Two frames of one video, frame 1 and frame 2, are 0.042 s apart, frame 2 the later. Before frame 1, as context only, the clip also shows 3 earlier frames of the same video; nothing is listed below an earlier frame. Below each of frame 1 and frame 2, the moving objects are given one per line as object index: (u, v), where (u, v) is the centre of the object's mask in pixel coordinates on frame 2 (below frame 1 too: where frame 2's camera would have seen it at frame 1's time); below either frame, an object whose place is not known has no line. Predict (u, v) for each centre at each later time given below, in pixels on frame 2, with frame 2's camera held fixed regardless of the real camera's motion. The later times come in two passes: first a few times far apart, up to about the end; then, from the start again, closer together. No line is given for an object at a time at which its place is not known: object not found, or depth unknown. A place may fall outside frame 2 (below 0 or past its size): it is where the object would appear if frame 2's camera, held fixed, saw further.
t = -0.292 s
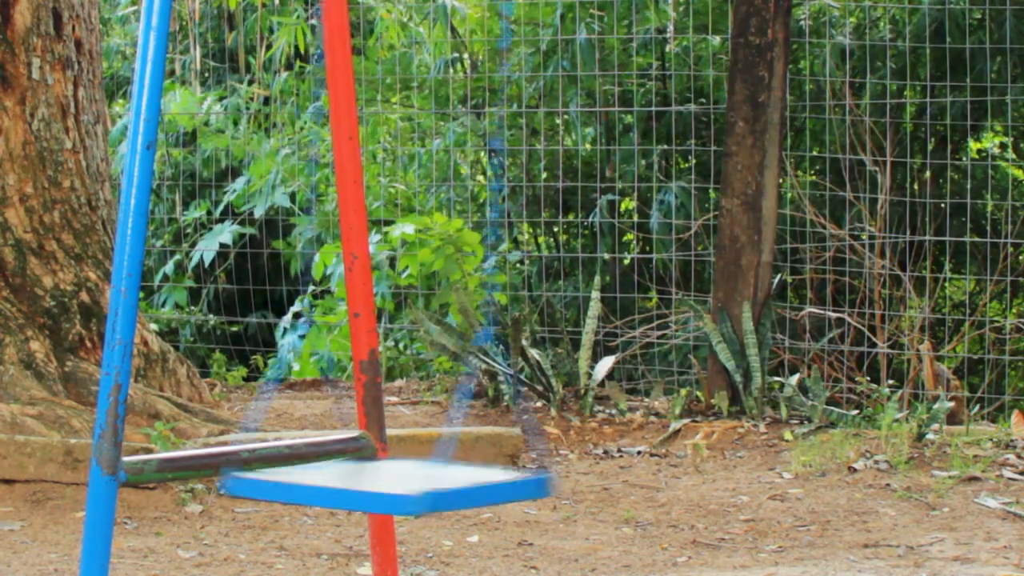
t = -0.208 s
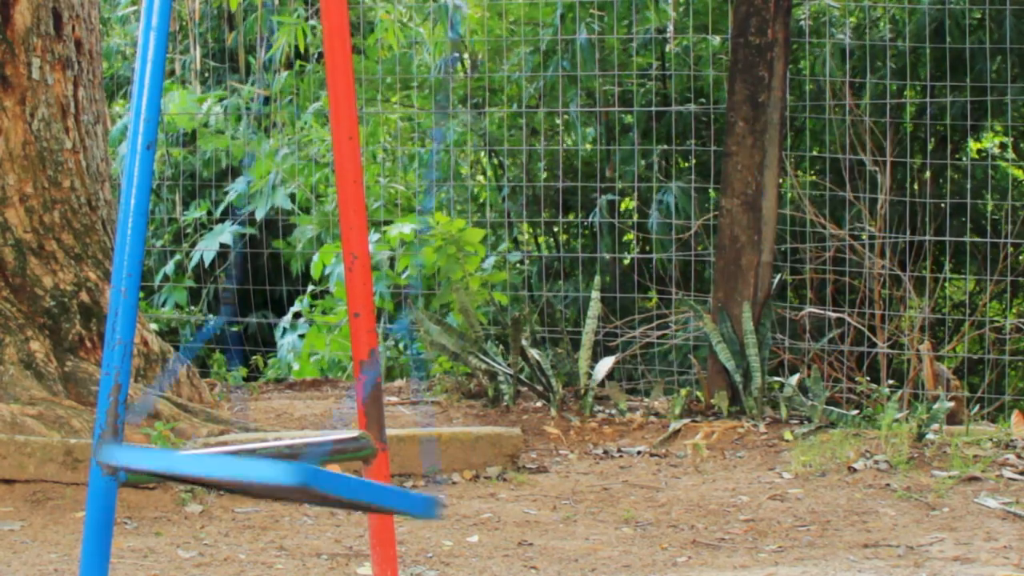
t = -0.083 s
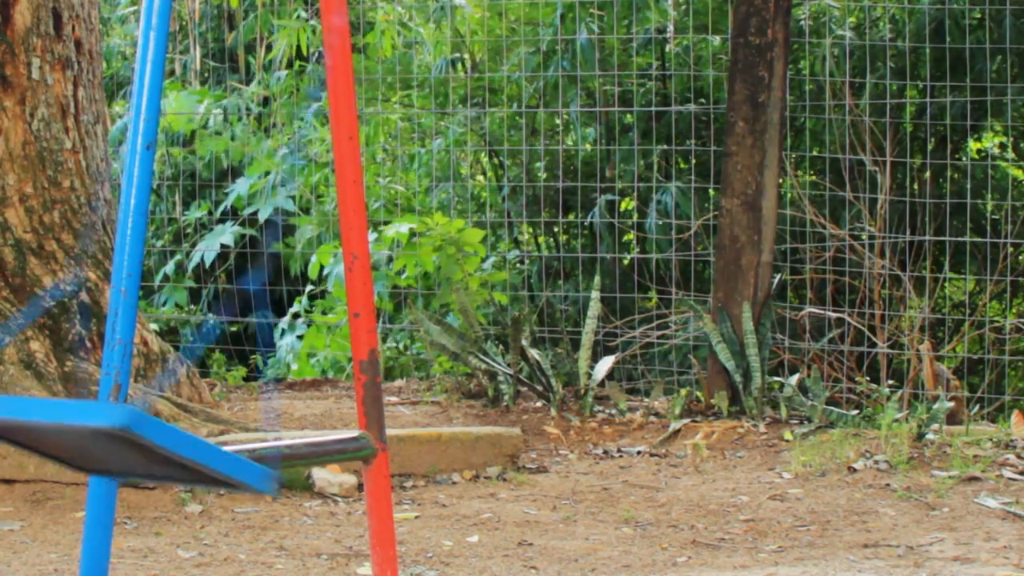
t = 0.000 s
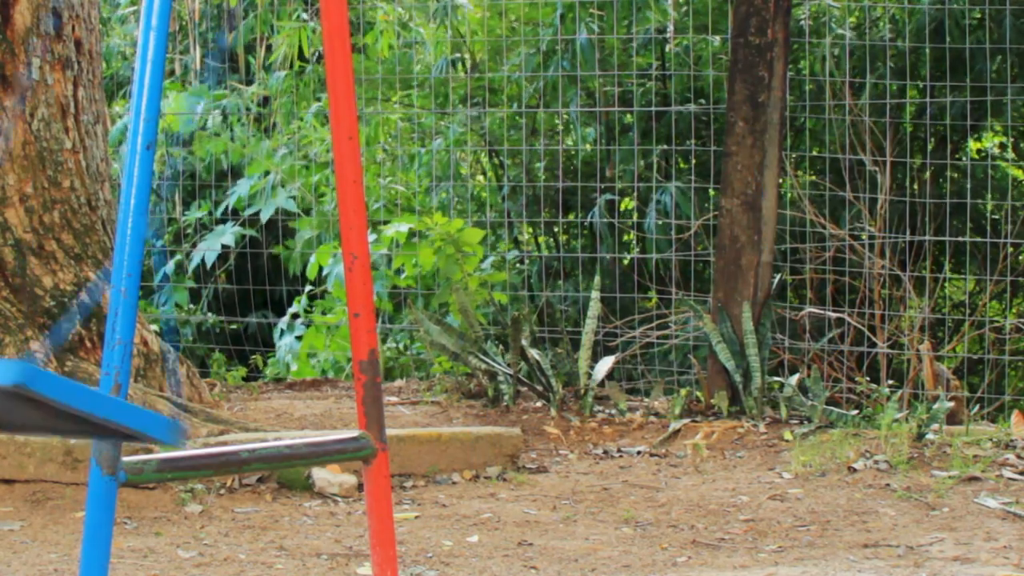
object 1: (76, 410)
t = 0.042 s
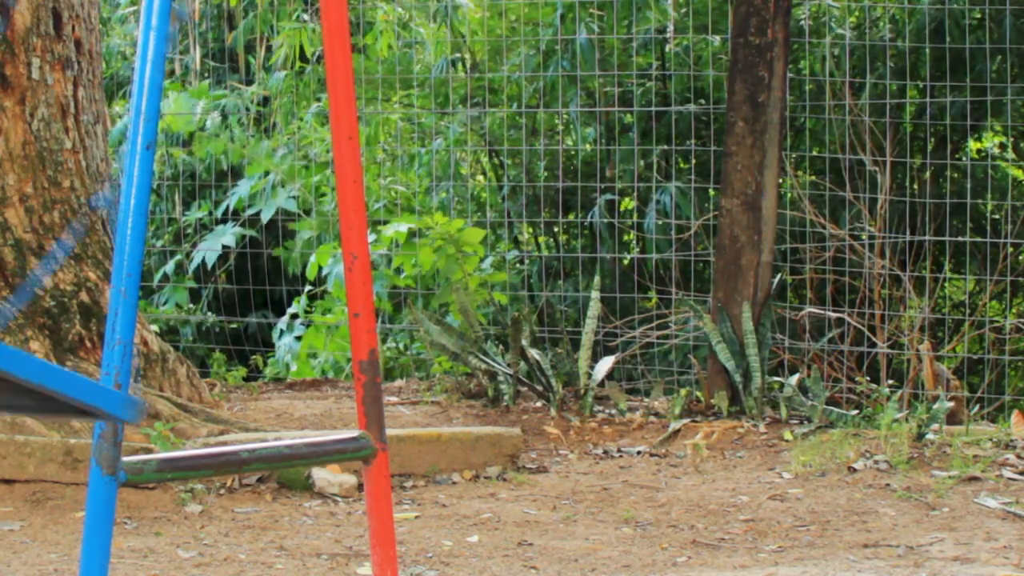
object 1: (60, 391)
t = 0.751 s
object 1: (70, 406)
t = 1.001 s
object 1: (307, 486)
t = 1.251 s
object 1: (617, 424)
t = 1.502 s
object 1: (803, 281)
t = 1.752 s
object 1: (876, 189)
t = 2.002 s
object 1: (852, 224)
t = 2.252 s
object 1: (723, 358)
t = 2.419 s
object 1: (564, 448)
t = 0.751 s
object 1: (70, 406)
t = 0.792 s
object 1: (90, 424)
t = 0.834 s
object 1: (117, 440)
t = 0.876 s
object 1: (151, 453)
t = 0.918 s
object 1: (194, 465)
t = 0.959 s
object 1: (252, 478)
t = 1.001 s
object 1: (307, 486)
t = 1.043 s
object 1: (370, 487)
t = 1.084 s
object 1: (424, 482)
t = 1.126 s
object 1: (477, 472)
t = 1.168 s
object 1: (528, 458)
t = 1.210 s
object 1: (574, 443)
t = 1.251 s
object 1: (617, 424)
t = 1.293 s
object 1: (656, 402)
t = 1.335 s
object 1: (692, 378)
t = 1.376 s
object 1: (724, 353)
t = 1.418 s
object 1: (754, 328)
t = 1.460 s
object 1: (781, 305)
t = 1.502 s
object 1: (803, 281)
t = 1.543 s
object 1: (823, 258)
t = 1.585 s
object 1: (840, 237)
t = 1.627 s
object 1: (851, 220)
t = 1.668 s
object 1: (863, 206)
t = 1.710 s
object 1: (871, 195)
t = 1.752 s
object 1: (876, 189)
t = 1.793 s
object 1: (879, 187)
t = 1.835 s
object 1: (878, 188)
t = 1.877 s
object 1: (874, 192)
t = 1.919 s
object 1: (870, 199)
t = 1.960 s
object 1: (862, 210)
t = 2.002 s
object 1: (852, 224)
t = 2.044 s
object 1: (838, 241)
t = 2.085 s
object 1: (823, 261)
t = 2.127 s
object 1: (802, 283)
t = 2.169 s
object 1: (781, 306)
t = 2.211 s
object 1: (753, 332)
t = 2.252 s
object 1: (723, 358)
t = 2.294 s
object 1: (688, 384)
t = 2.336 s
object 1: (650, 408)
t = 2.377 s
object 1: (609, 430)
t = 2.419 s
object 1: (564, 448)
